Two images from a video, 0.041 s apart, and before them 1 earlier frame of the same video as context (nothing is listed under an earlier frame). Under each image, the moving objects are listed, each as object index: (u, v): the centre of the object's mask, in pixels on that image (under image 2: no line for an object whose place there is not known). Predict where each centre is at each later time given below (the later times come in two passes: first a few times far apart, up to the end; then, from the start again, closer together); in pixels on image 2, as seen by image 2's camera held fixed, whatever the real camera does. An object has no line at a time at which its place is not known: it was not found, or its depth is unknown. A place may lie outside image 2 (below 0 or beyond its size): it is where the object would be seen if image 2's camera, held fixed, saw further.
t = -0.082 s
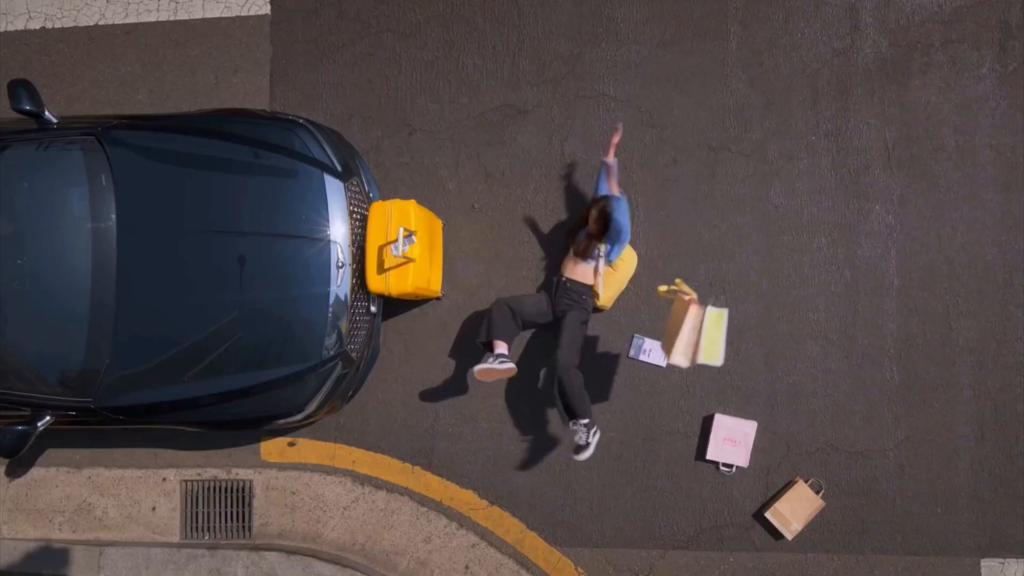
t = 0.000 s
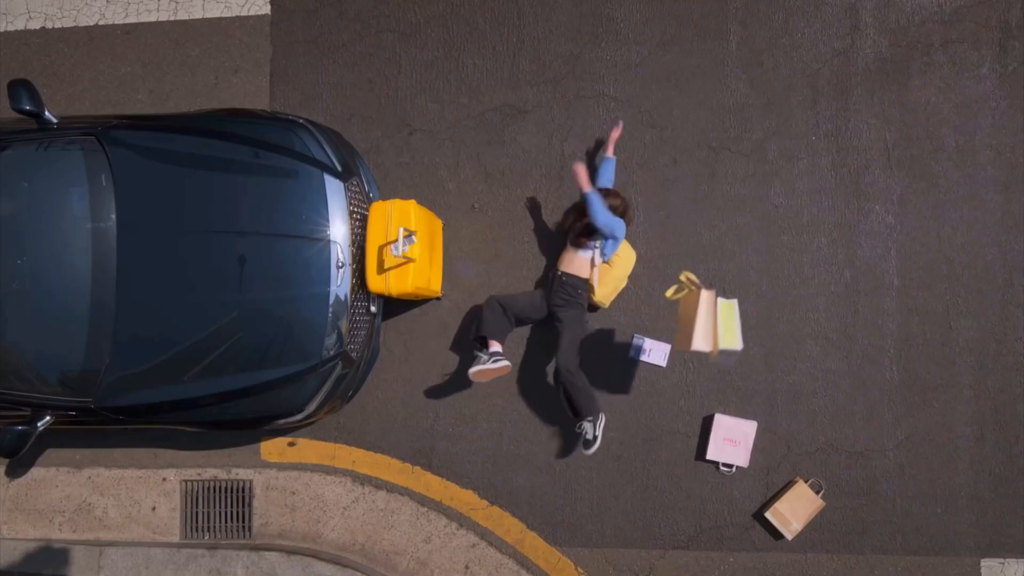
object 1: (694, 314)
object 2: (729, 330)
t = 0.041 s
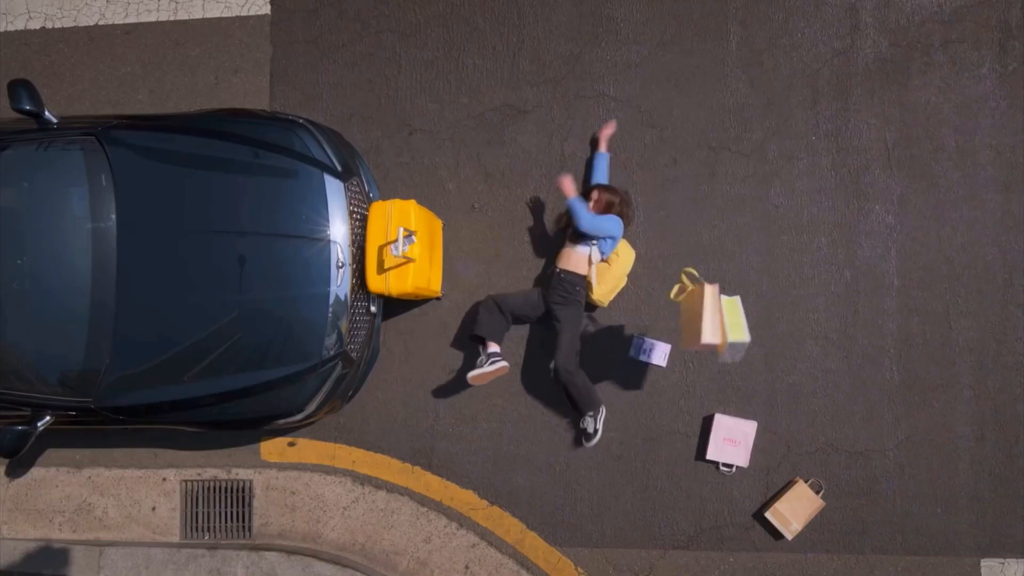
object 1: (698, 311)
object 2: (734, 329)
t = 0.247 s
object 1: (705, 309)
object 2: (749, 326)
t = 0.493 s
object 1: (705, 301)
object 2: (753, 317)
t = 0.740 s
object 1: (701, 301)
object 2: (752, 318)
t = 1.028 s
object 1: (701, 302)
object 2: (752, 318)
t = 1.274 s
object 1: (701, 302)
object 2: (752, 318)
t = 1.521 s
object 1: (701, 302)
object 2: (752, 318)
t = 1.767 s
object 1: (701, 302)
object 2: (752, 318)
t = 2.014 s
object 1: (701, 302)
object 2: (752, 318)
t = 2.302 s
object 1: (701, 302)
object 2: (752, 318)
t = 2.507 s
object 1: (701, 302)
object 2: (752, 318)
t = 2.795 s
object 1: (701, 301)
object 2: (752, 318)
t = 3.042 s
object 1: (701, 301)
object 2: (752, 318)
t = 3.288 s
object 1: (701, 302)
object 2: (752, 318)
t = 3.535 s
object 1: (701, 302)
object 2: (752, 318)
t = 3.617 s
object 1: (701, 302)
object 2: (752, 318)
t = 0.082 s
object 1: (702, 310)
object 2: (739, 328)
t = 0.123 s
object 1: (704, 309)
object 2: (742, 327)
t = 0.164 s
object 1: (706, 308)
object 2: (746, 327)
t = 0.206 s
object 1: (706, 309)
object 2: (748, 326)
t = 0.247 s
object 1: (705, 309)
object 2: (749, 326)
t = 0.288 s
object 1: (703, 310)
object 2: (749, 324)
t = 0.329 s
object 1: (706, 306)
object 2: (753, 320)
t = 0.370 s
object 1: (708, 303)
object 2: (753, 318)
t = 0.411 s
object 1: (708, 302)
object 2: (754, 317)
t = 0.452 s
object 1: (706, 302)
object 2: (754, 317)
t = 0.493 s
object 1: (705, 301)
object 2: (753, 317)
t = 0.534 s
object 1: (704, 301)
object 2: (753, 317)
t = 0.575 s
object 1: (703, 301)
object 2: (752, 317)
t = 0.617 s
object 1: (703, 302)
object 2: (752, 317)
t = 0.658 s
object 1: (702, 302)
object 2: (752, 317)
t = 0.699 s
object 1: (702, 301)
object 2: (752, 318)
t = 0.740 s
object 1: (701, 301)
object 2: (752, 318)
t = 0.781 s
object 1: (701, 301)
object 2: (752, 318)
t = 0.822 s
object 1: (701, 301)
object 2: (752, 318)
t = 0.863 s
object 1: (701, 302)
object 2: (752, 318)
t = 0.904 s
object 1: (701, 302)
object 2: (752, 318)
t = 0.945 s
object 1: (701, 302)
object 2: (752, 318)
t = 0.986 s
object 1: (701, 302)
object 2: (752, 318)
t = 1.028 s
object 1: (701, 302)
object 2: (752, 318)
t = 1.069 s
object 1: (701, 302)
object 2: (752, 318)
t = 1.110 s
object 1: (701, 302)
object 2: (752, 318)
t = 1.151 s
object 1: (701, 302)
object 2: (752, 318)
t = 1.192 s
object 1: (701, 302)
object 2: (752, 318)
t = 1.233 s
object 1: (701, 302)
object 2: (752, 318)
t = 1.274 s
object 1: (701, 302)
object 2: (752, 318)
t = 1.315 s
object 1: (701, 302)
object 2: (752, 318)
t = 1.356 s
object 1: (701, 302)
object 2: (752, 318)
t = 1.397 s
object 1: (701, 302)
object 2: (752, 318)
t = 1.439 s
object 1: (701, 302)
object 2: (752, 318)
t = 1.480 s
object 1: (701, 302)
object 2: (752, 317)
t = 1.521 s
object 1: (701, 302)
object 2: (752, 318)
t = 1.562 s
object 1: (701, 302)
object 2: (752, 318)
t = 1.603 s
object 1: (701, 302)
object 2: (752, 318)
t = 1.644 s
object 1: (701, 302)
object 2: (752, 318)
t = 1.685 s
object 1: (701, 302)
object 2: (752, 318)
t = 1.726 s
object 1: (701, 302)
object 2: (752, 318)
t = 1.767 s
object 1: (701, 302)
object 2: (752, 318)
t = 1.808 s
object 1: (701, 302)
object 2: (752, 318)
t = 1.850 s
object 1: (701, 302)
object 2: (752, 318)
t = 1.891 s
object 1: (701, 302)
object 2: (752, 318)
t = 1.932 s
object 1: (701, 302)
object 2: (752, 318)
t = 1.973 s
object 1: (701, 302)
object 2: (752, 318)
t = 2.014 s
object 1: (701, 302)
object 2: (752, 318)
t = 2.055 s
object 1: (701, 302)
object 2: (752, 318)
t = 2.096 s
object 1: (701, 302)
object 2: (752, 318)
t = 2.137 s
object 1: (701, 302)
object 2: (752, 318)
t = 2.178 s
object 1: (701, 302)
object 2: (752, 318)
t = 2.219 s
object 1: (701, 302)
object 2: (752, 318)
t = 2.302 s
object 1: (701, 302)
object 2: (752, 318)
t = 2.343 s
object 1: (701, 302)
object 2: (752, 318)
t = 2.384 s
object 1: (701, 302)
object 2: (752, 318)
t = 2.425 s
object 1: (701, 302)
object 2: (752, 318)
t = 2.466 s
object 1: (701, 302)
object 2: (752, 318)
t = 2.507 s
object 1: (701, 302)
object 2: (752, 318)
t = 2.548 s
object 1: (701, 302)
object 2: (752, 318)
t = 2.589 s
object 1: (701, 302)
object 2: (752, 318)
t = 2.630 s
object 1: (701, 302)
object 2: (752, 318)
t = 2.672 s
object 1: (701, 302)
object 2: (752, 318)
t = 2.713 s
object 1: (701, 302)
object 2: (752, 318)
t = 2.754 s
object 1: (701, 301)
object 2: (752, 318)
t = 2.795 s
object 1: (701, 301)
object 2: (752, 318)
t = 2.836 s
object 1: (701, 301)
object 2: (752, 318)
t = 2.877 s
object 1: (701, 301)
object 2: (752, 318)
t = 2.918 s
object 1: (701, 301)
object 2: (752, 318)
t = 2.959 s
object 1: (701, 301)
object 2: (752, 318)
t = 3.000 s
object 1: (701, 302)
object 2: (752, 318)
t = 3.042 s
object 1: (701, 301)
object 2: (752, 318)
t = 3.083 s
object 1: (701, 302)
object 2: (752, 318)
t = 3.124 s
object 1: (701, 301)
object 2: (752, 318)
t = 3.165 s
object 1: (701, 301)
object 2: (752, 318)
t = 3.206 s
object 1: (701, 302)
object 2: (752, 318)
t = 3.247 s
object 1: (701, 302)
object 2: (752, 318)
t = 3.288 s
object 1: (701, 302)
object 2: (752, 318)
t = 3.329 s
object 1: (701, 302)
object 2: (752, 318)
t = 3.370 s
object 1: (701, 301)
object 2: (752, 318)
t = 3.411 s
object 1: (701, 302)
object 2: (752, 318)
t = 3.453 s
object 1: (701, 302)
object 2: (752, 318)
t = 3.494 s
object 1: (701, 302)
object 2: (752, 318)
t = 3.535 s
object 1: (701, 302)
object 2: (752, 318)
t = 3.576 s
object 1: (701, 302)
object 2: (752, 318)
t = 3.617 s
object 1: (701, 302)
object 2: (752, 318)
